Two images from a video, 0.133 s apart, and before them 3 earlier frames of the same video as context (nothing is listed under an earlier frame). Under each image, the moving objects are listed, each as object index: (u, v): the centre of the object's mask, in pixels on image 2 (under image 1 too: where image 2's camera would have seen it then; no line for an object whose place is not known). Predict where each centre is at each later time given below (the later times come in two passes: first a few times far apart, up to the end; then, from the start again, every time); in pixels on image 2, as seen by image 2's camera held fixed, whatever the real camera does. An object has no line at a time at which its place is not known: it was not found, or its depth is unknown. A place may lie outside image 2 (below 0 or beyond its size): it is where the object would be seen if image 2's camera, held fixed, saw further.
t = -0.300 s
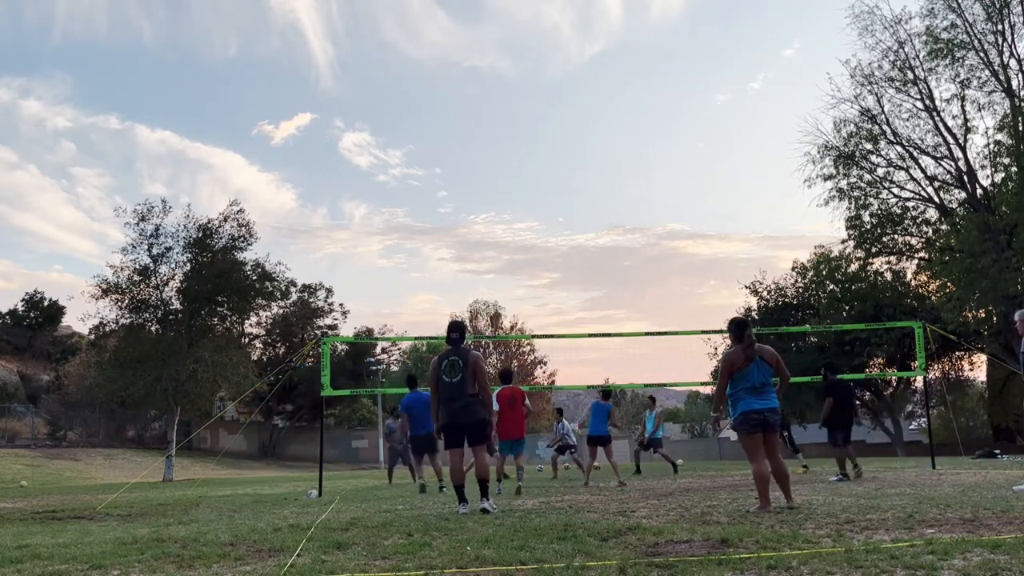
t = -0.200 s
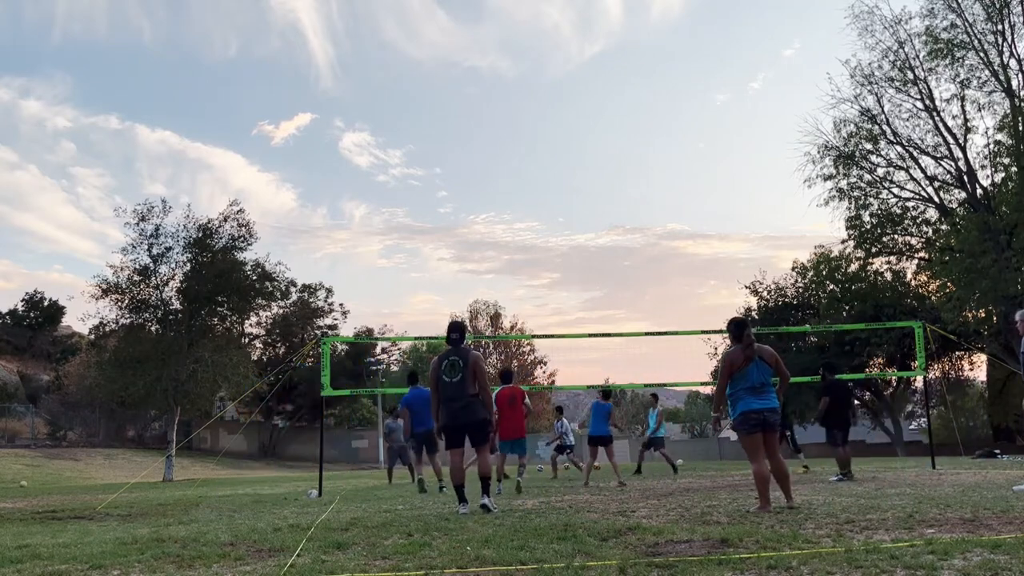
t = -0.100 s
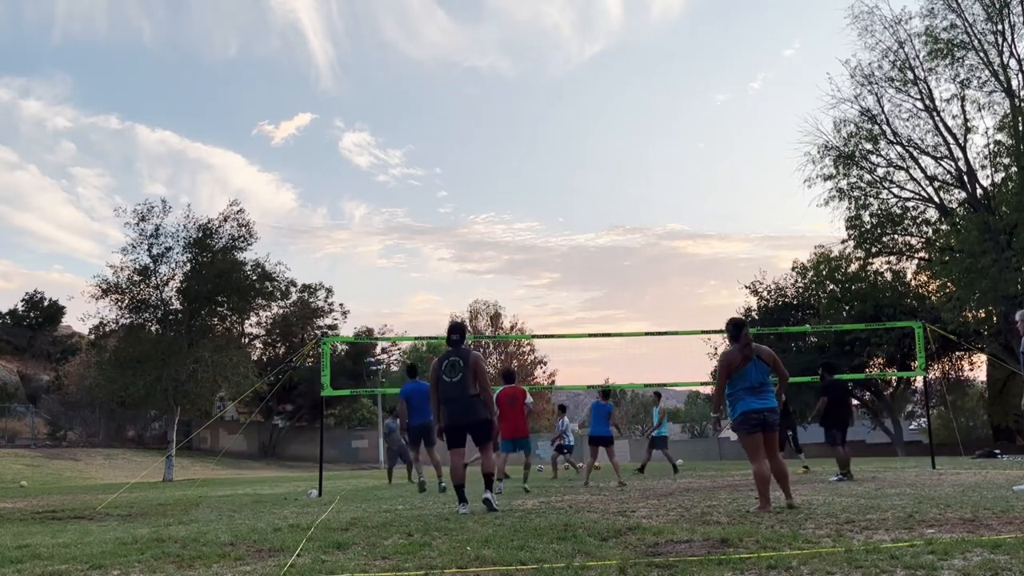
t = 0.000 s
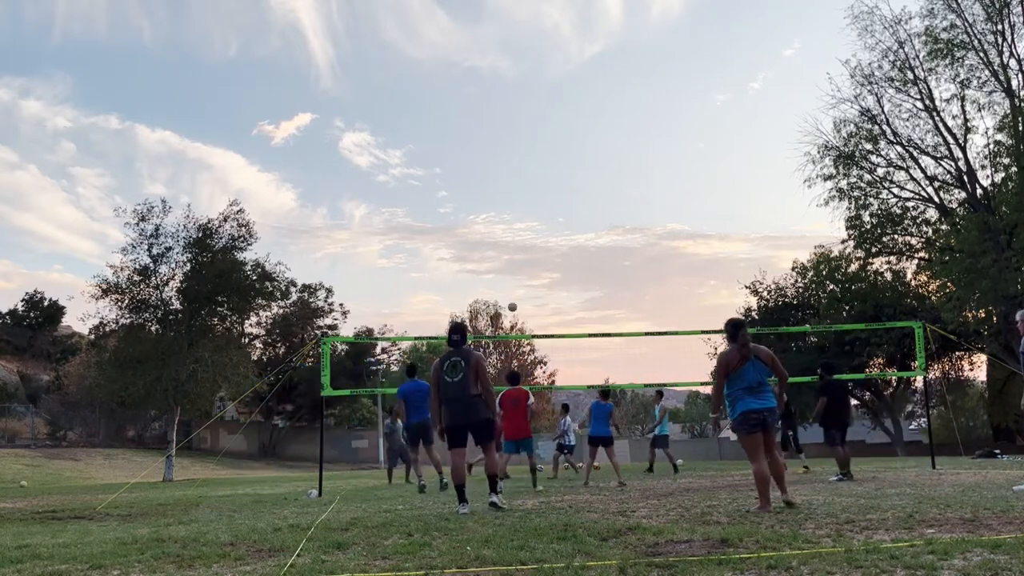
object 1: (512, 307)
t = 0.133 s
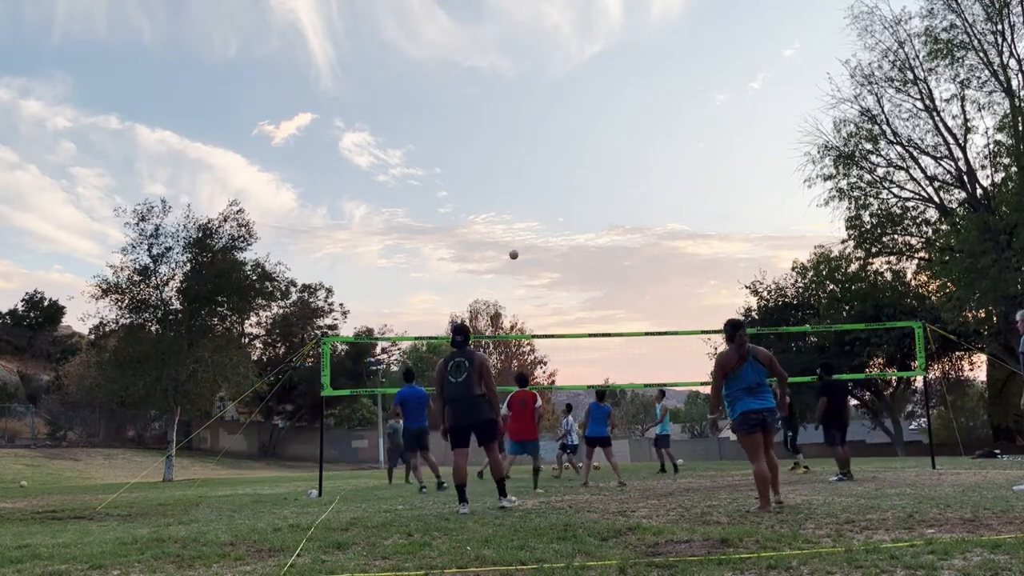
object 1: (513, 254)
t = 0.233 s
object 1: (515, 220)
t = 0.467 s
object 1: (520, 156)
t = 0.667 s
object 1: (526, 119)
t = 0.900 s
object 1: (535, 96)
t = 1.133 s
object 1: (547, 96)
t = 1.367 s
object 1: (561, 121)
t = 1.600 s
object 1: (577, 172)
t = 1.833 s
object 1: (595, 252)
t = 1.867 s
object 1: (598, 267)
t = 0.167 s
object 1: (514, 243)
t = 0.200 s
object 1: (515, 231)
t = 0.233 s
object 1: (515, 220)
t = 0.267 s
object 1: (516, 210)
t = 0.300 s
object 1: (516, 200)
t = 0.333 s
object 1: (517, 190)
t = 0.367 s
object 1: (518, 181)
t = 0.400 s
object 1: (519, 172)
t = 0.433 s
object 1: (519, 164)
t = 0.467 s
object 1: (520, 156)
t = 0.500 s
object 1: (521, 149)
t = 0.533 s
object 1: (522, 142)
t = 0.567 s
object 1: (523, 135)
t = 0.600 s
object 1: (524, 129)
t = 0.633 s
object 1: (525, 124)
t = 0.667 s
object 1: (526, 119)
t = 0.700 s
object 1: (528, 114)
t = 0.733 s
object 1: (529, 110)
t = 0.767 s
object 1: (530, 106)
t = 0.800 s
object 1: (531, 103)
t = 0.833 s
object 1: (533, 100)
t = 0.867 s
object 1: (534, 98)
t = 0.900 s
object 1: (535, 96)
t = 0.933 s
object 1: (537, 94)
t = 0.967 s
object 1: (538, 93)
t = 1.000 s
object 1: (540, 93)
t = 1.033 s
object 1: (542, 93)
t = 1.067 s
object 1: (543, 93)
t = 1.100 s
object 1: (545, 94)
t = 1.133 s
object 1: (547, 96)
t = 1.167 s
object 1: (549, 98)
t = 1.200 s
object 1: (550, 100)
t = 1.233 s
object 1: (552, 103)
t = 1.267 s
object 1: (554, 107)
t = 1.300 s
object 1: (556, 111)
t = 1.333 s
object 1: (558, 115)
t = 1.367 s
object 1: (561, 121)
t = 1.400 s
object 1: (563, 126)
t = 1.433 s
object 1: (565, 133)
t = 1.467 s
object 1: (567, 139)
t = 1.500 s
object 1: (570, 147)
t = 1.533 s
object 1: (572, 154)
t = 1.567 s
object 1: (575, 163)
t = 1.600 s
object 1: (577, 172)
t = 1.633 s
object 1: (580, 182)
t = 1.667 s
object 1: (582, 192)
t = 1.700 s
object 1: (585, 202)
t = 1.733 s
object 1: (587, 214)
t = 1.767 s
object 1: (590, 226)
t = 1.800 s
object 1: (593, 239)
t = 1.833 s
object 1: (595, 252)
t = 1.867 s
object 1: (598, 267)
